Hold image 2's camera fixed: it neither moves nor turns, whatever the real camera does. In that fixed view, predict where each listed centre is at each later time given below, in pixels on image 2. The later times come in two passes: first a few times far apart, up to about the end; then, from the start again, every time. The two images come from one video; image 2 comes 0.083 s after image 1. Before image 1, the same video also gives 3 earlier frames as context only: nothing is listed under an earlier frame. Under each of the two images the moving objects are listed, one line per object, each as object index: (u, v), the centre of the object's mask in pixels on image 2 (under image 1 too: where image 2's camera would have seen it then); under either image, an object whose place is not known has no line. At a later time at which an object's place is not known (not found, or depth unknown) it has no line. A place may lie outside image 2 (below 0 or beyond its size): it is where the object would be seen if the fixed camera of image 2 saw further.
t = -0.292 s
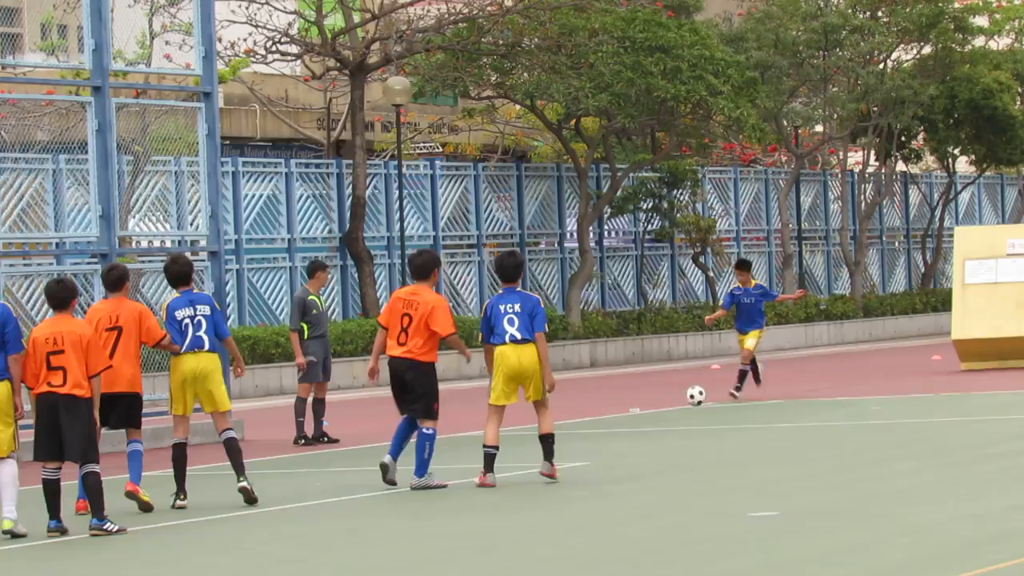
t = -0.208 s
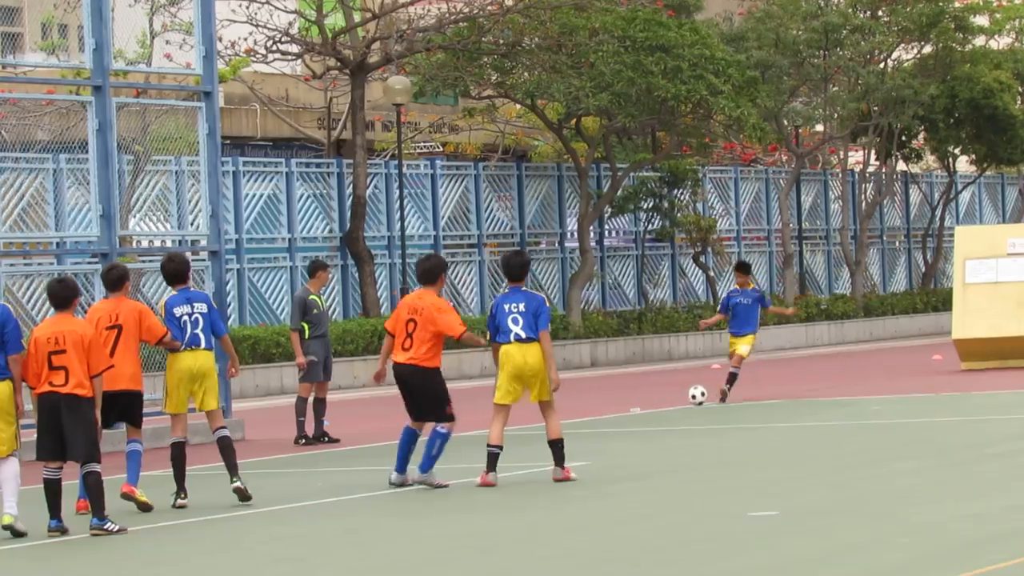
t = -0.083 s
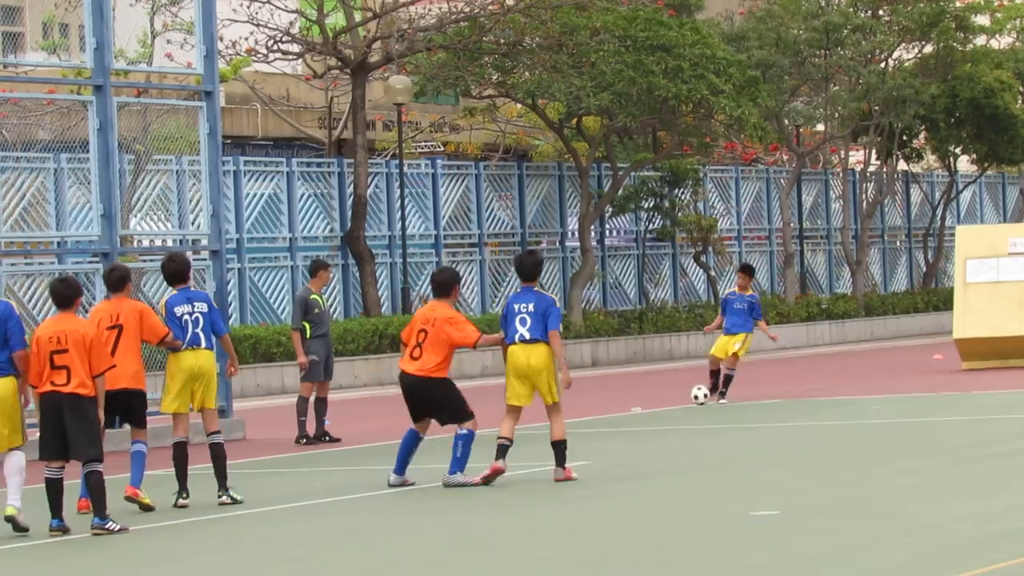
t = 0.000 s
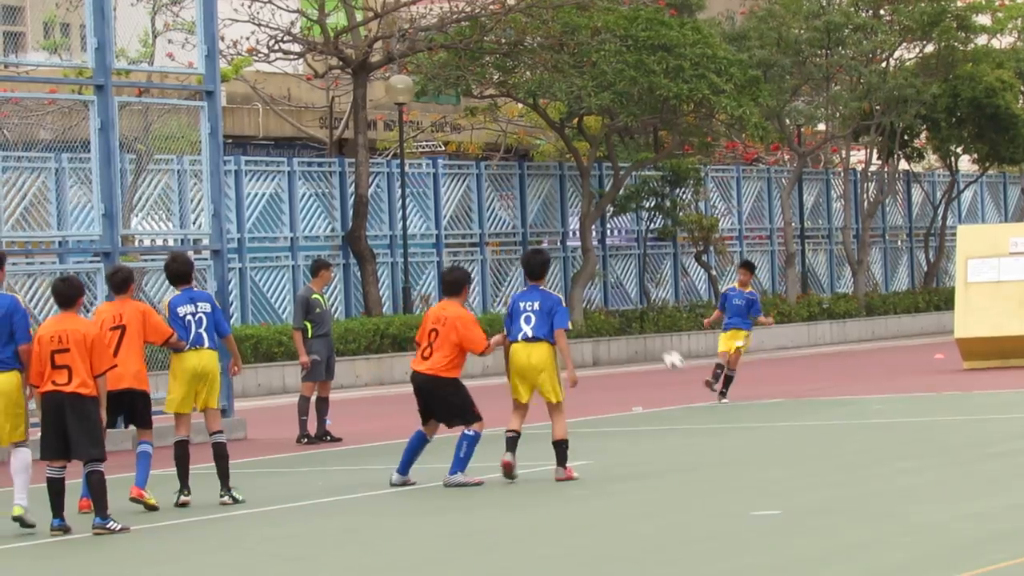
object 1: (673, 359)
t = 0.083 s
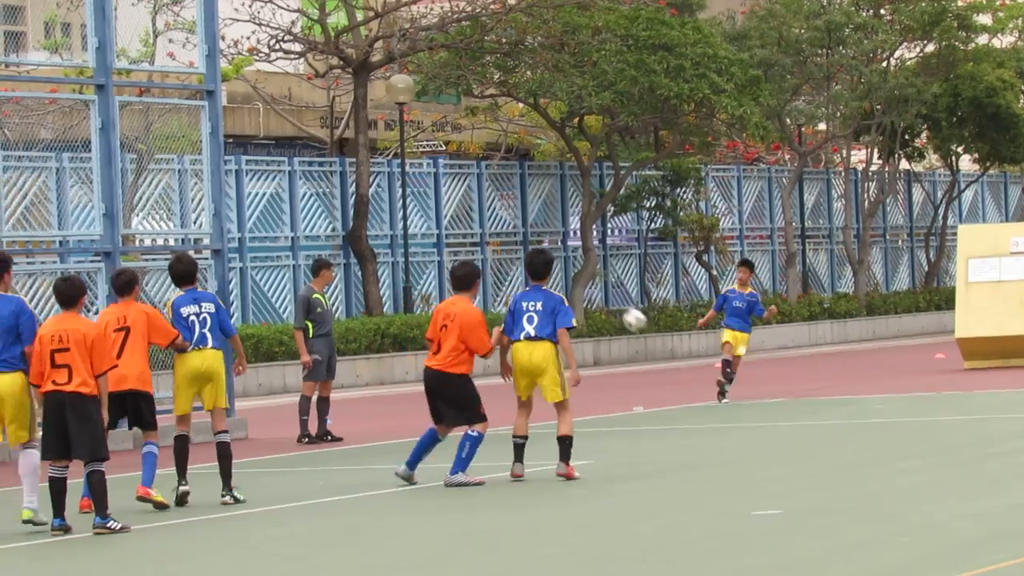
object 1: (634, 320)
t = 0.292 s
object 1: (534, 227)
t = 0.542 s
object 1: (402, 159)
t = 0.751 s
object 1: (282, 160)
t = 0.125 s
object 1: (614, 299)
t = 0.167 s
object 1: (595, 279)
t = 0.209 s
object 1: (574, 261)
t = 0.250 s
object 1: (555, 244)
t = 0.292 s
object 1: (534, 227)
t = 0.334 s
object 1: (514, 210)
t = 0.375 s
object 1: (493, 196)
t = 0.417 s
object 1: (470, 184)
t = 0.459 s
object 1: (448, 174)
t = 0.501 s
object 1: (425, 165)
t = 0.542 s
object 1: (402, 159)
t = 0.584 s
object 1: (379, 154)
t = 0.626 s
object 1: (355, 152)
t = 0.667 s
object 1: (330, 152)
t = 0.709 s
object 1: (307, 155)
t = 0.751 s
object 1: (282, 160)
